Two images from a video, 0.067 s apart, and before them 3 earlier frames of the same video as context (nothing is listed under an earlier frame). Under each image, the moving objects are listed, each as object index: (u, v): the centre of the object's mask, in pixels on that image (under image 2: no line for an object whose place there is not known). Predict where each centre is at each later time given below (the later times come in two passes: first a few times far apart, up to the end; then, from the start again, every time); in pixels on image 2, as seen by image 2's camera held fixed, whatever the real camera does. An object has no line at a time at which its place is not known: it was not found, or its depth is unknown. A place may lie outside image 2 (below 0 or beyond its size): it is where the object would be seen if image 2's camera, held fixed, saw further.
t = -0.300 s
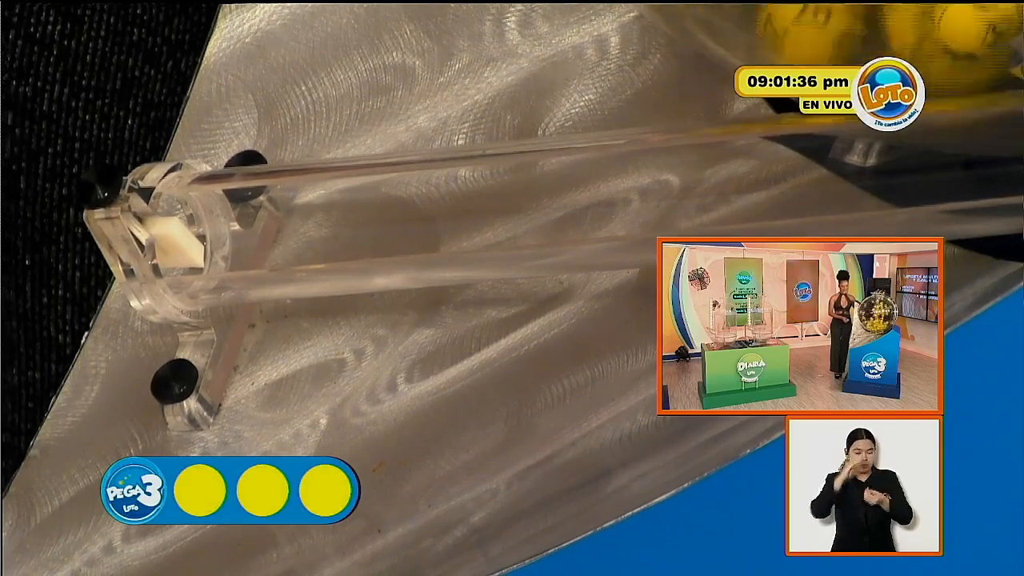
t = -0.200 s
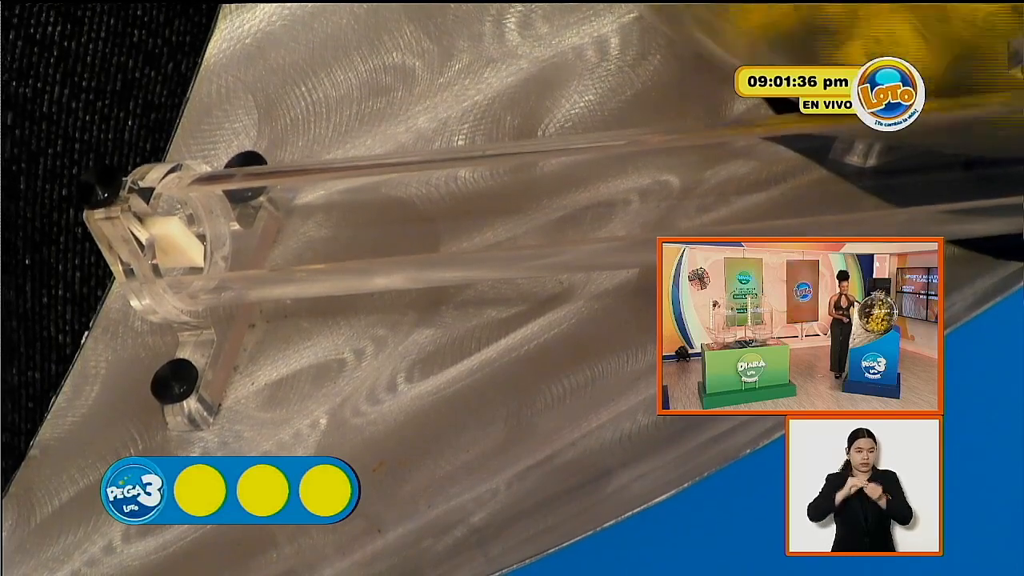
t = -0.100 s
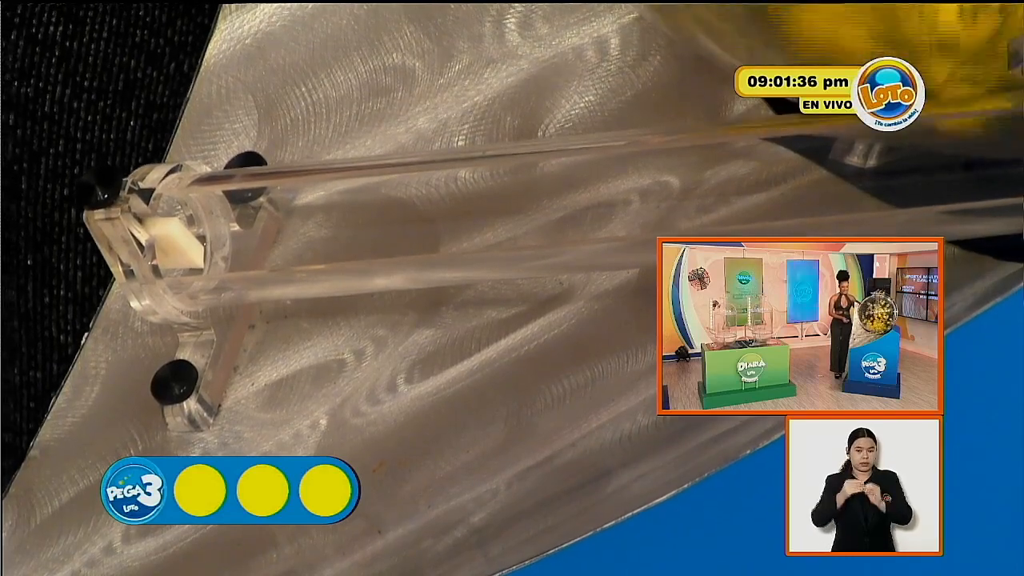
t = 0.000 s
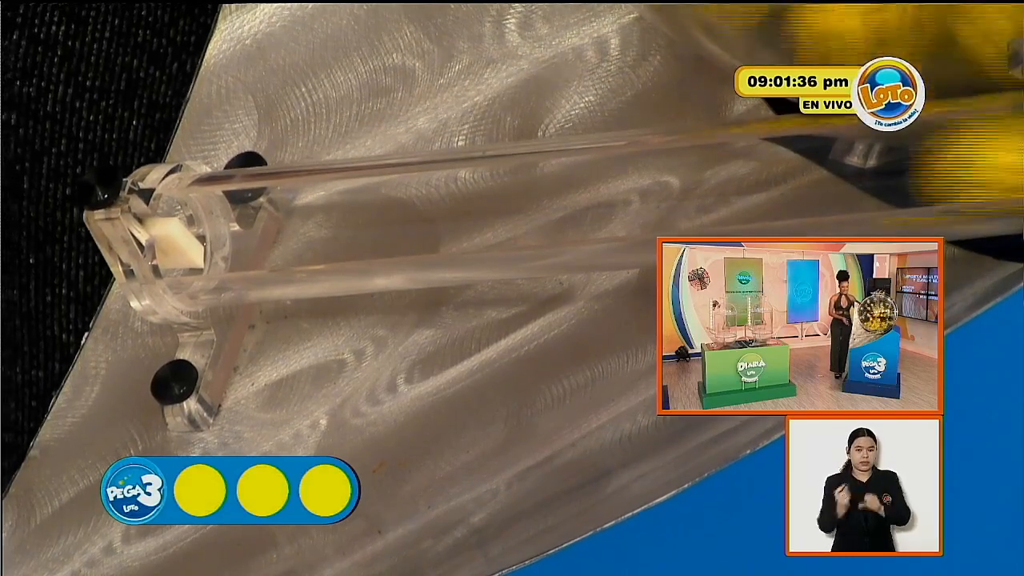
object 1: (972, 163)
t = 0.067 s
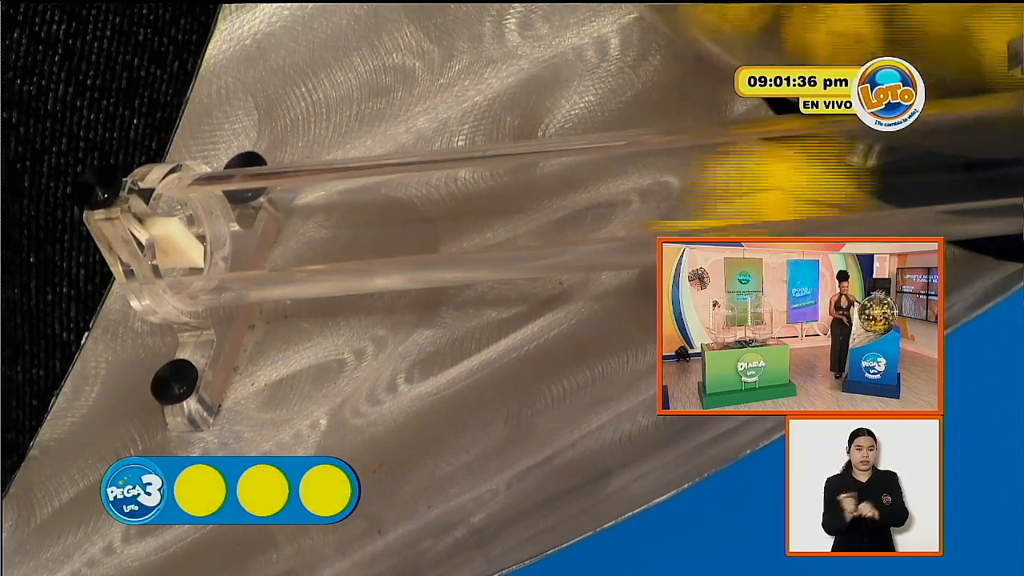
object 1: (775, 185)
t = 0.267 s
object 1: (289, 229)
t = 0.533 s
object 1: (254, 233)
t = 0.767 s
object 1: (253, 234)
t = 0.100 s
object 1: (656, 199)
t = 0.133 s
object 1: (537, 213)
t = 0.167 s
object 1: (432, 221)
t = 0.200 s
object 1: (331, 227)
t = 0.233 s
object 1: (272, 232)
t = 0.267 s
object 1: (289, 229)
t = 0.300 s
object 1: (299, 227)
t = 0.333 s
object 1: (300, 227)
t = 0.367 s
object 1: (298, 228)
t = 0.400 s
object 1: (289, 229)
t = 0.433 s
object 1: (273, 236)
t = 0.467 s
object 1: (261, 233)
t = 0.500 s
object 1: (255, 233)
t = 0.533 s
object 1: (254, 233)
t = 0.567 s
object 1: (253, 234)
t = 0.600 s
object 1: (253, 234)
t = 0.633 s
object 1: (253, 234)
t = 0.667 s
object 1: (253, 234)
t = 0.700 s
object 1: (253, 234)
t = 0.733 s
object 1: (253, 234)
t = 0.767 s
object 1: (253, 234)
